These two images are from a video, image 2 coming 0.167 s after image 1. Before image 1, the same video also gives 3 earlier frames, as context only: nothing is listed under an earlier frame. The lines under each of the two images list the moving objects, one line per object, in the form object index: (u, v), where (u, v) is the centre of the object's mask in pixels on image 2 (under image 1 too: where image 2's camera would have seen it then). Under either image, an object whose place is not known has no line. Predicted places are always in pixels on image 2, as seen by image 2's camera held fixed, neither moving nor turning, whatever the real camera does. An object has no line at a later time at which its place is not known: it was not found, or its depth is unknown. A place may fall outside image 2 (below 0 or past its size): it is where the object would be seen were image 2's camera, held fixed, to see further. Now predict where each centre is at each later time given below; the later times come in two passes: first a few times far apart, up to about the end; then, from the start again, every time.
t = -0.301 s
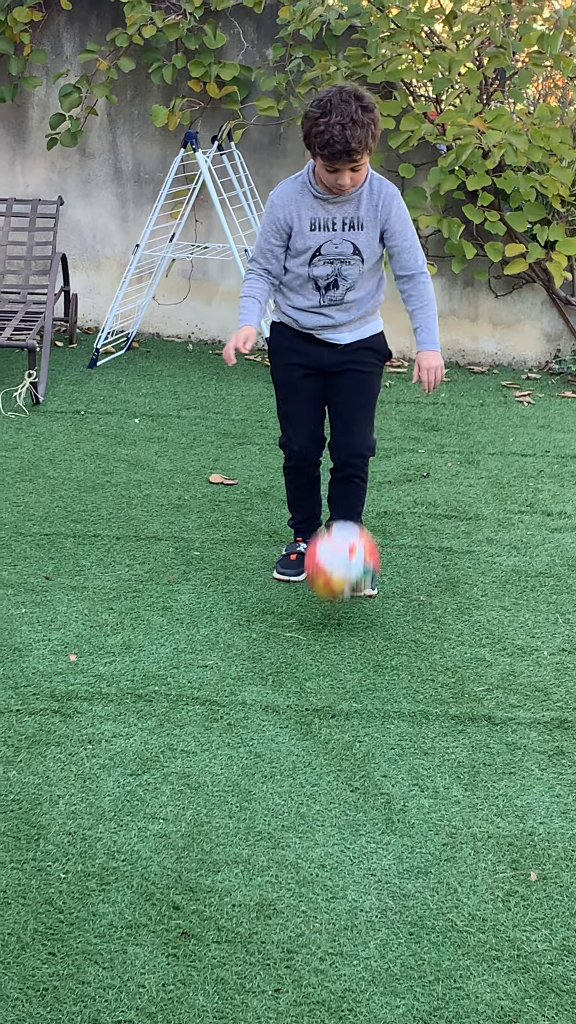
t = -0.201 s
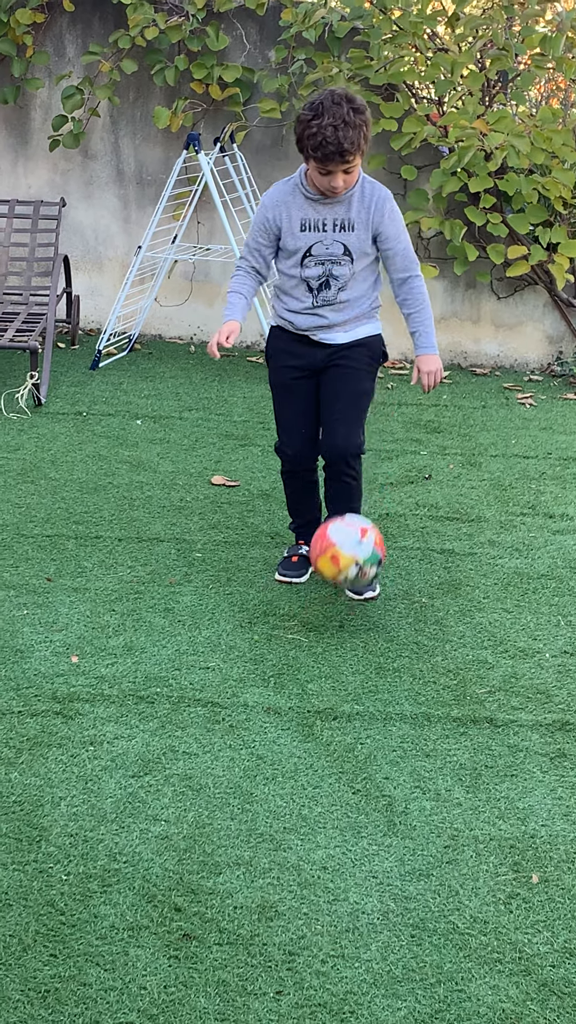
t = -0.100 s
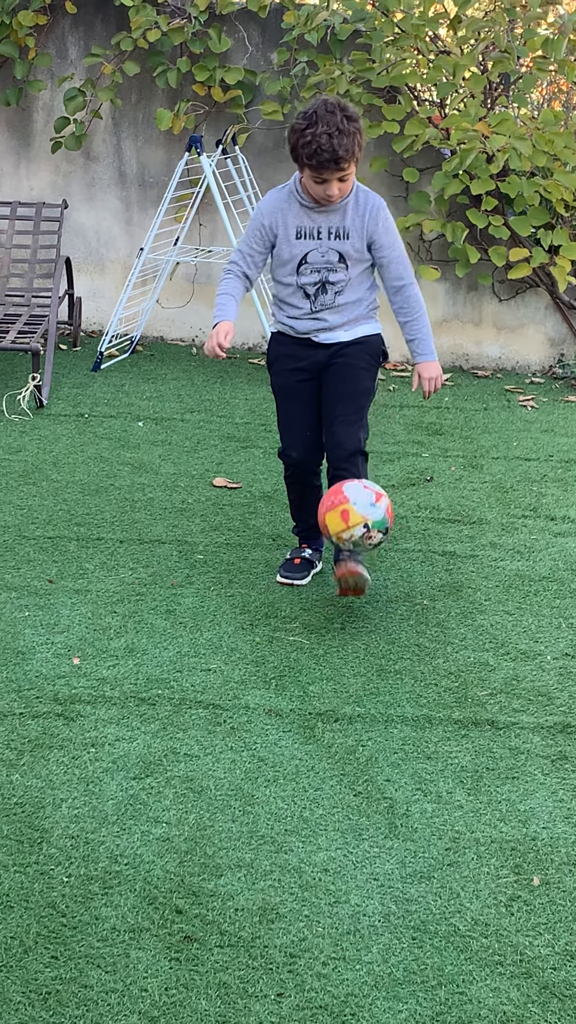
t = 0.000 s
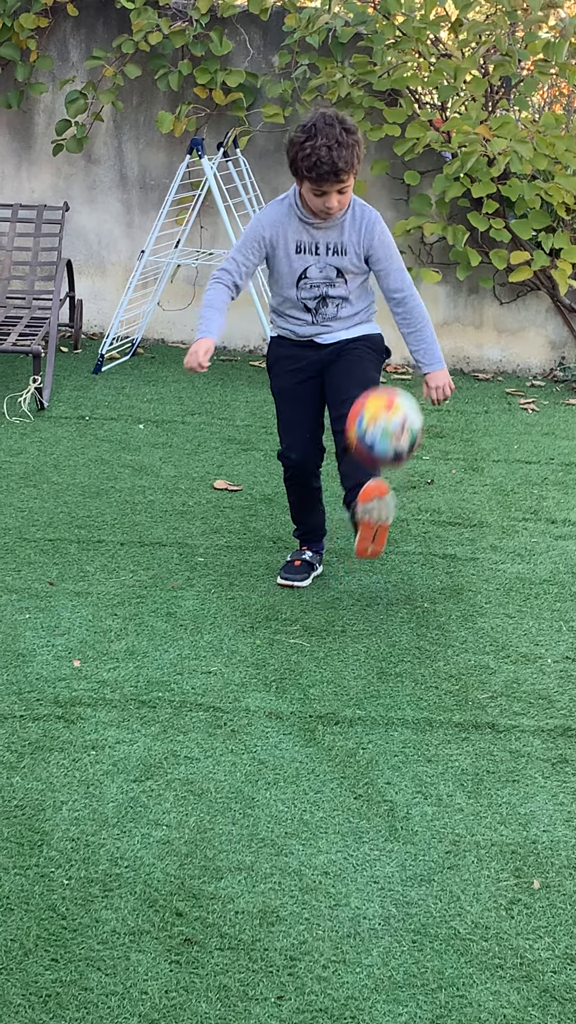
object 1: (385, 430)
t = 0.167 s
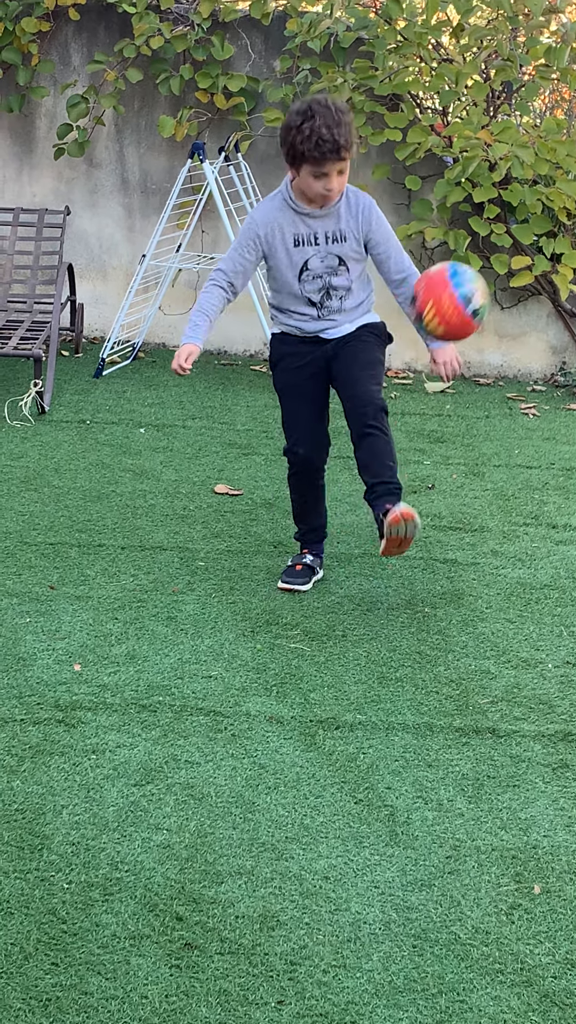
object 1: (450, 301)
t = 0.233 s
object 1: (473, 281)
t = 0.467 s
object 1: (543, 353)
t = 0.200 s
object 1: (462, 289)
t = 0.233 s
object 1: (473, 281)
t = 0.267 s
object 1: (484, 278)
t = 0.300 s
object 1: (495, 279)
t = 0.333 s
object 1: (506, 284)
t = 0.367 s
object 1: (516, 294)
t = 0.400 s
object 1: (526, 309)
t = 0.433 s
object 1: (534, 328)
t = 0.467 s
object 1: (543, 353)
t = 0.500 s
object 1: (549, 381)
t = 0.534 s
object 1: (553, 413)
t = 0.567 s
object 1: (558, 448)
